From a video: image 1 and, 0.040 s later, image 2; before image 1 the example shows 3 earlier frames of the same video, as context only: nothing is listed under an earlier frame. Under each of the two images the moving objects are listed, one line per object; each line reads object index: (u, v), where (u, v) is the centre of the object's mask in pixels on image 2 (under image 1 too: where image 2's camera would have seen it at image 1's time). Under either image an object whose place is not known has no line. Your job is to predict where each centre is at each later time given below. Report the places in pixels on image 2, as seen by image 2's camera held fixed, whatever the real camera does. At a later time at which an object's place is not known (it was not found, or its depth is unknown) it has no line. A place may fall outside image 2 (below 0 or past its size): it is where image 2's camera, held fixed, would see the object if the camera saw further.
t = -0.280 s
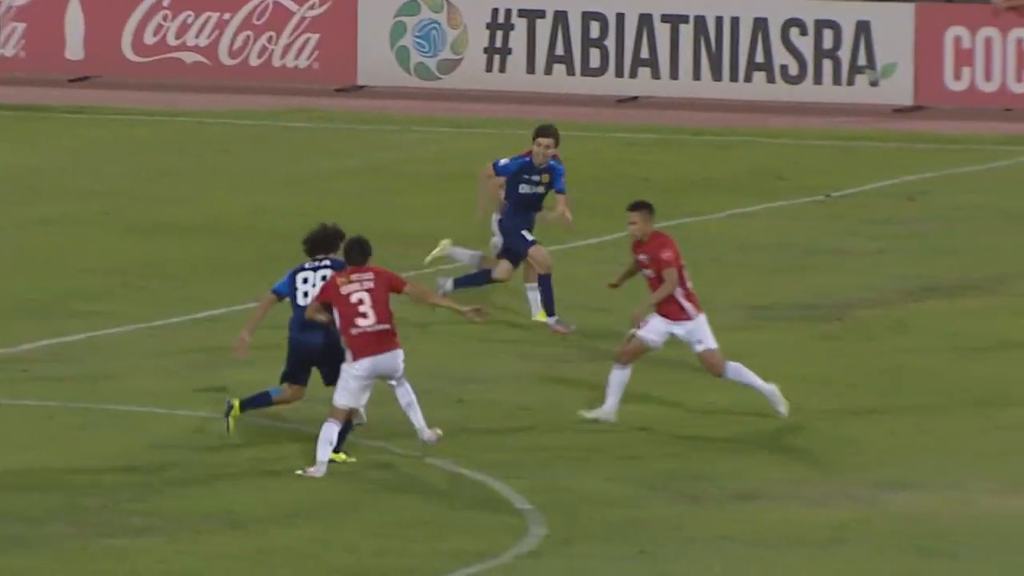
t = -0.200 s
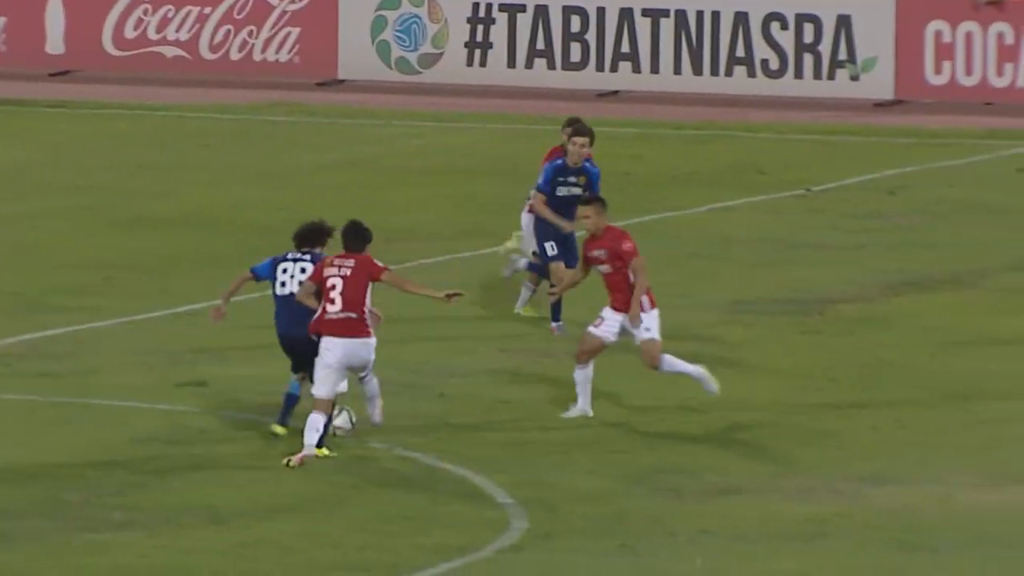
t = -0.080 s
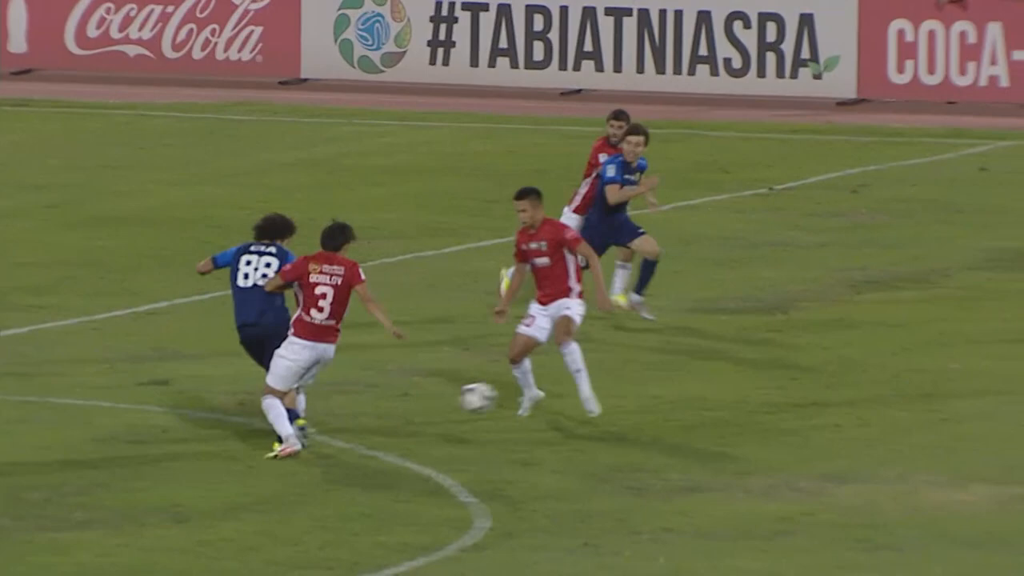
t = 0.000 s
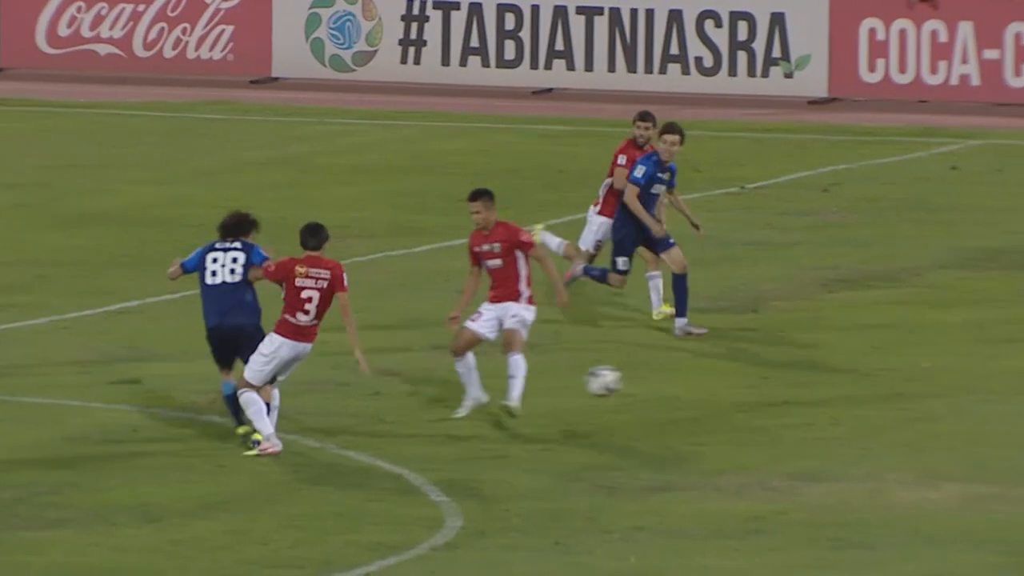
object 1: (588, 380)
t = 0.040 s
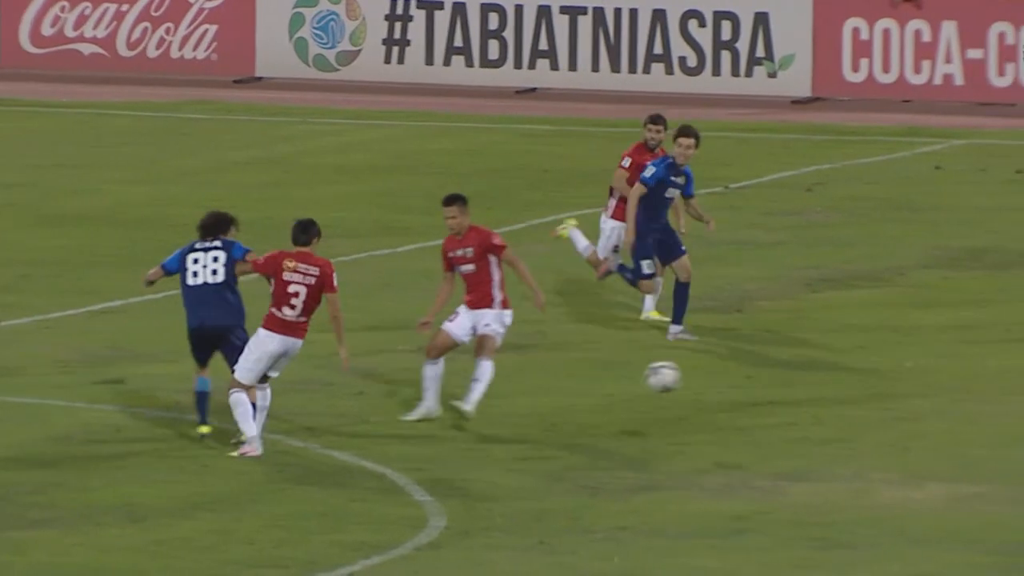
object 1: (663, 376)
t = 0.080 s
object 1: (738, 375)
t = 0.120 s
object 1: (816, 376)
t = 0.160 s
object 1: (893, 380)
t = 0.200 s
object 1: (971, 388)
